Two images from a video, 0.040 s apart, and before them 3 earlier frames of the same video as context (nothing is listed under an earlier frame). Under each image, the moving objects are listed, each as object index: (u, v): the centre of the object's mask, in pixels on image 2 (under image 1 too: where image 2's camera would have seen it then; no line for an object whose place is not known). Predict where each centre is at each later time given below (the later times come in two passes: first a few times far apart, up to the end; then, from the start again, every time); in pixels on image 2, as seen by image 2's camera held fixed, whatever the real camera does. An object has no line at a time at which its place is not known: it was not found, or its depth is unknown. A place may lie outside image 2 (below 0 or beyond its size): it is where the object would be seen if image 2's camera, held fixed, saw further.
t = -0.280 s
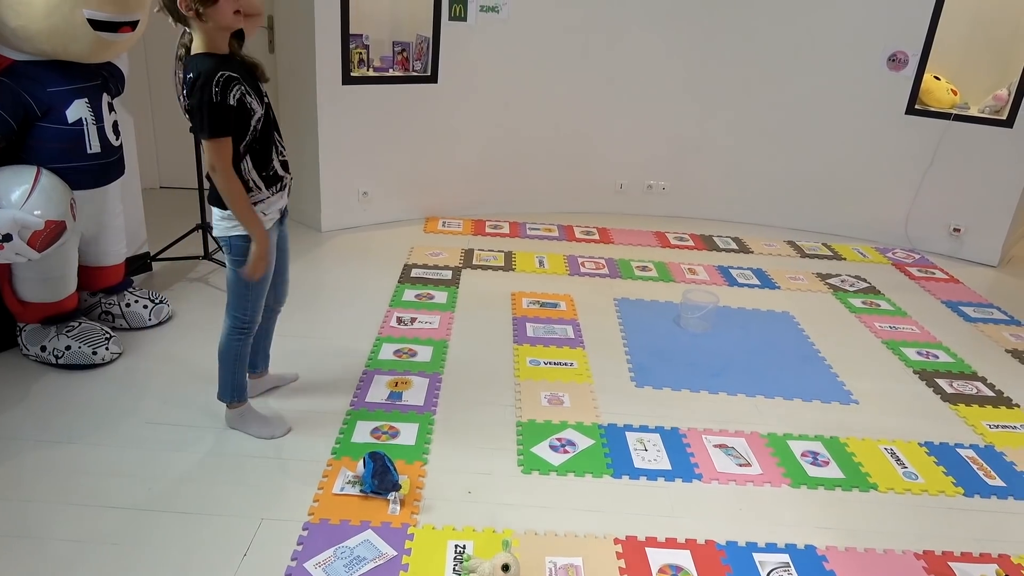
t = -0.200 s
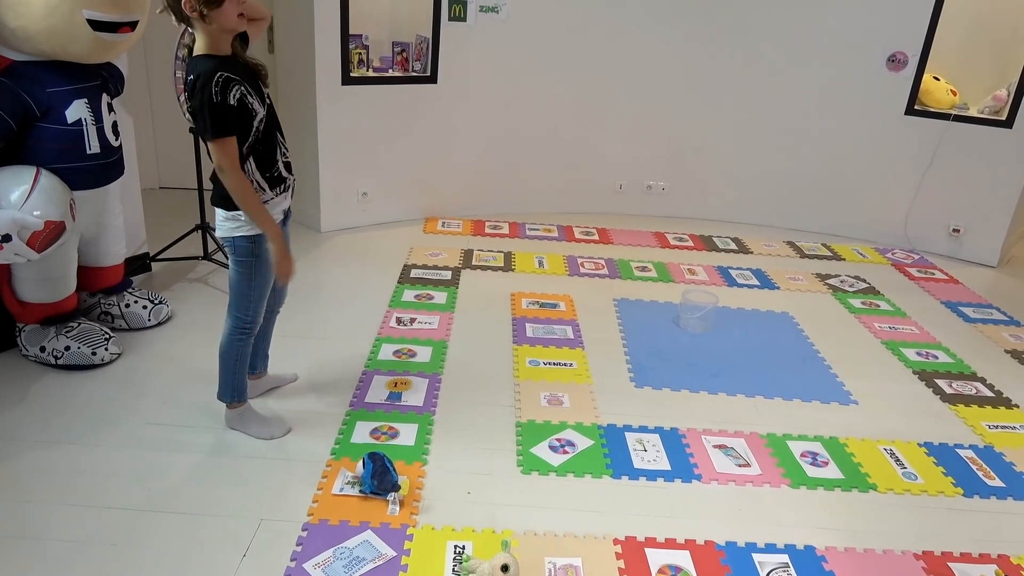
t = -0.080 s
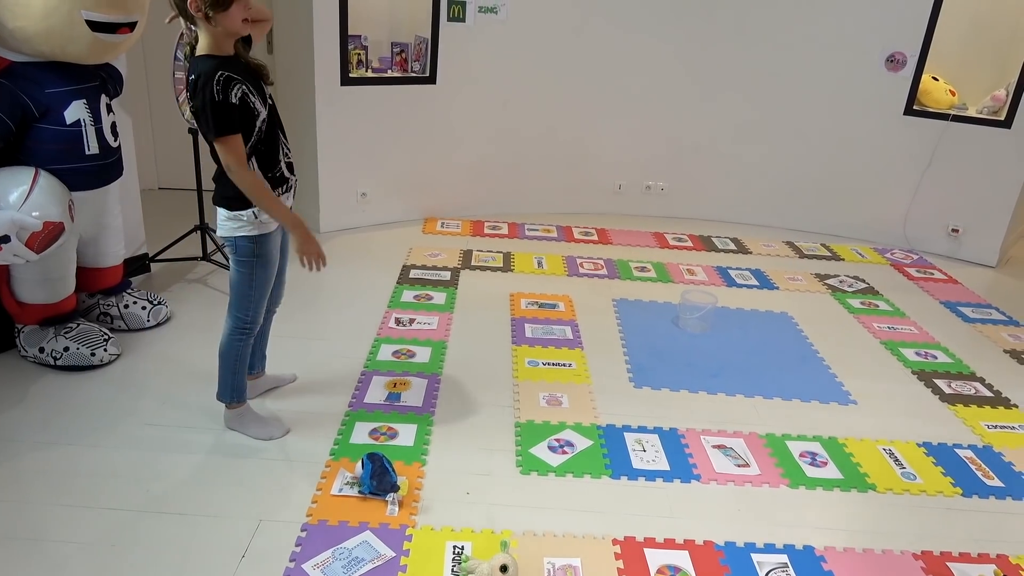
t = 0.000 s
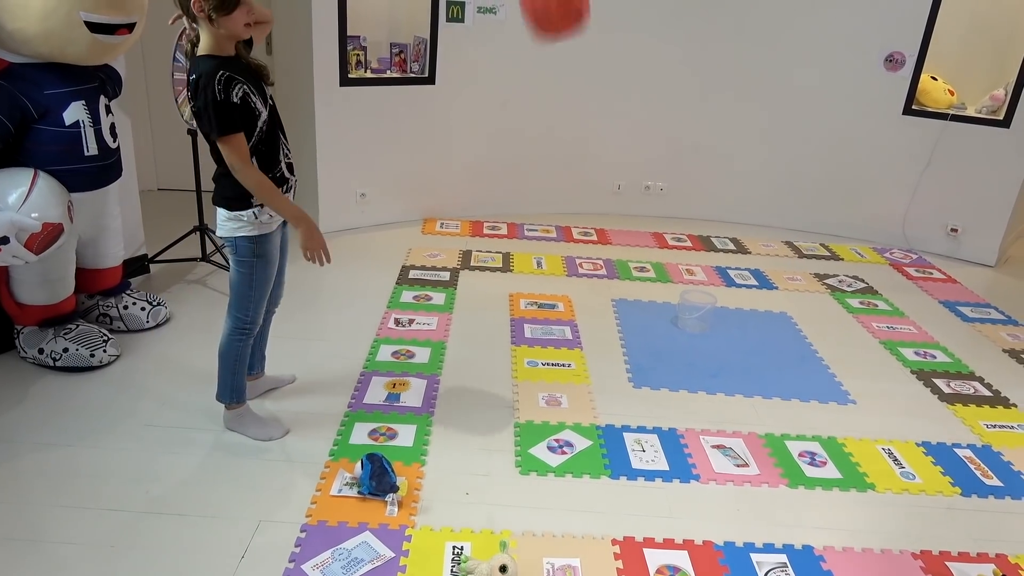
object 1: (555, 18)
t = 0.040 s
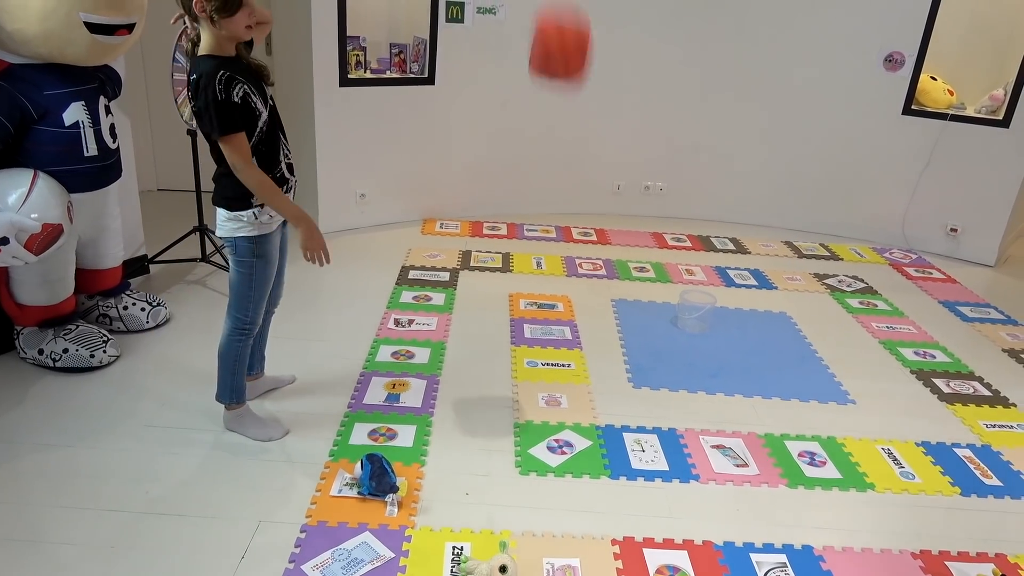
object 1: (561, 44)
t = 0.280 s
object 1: (582, 387)
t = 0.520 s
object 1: (622, 345)
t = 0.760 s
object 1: (658, 398)
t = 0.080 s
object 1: (567, 104)
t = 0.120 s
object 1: (569, 158)
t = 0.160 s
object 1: (574, 208)
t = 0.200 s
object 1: (576, 270)
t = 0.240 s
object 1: (582, 328)
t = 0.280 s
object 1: (582, 387)
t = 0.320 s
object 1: (584, 425)
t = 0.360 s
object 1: (591, 403)
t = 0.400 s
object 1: (599, 382)
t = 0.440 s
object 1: (606, 368)
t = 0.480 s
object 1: (614, 355)
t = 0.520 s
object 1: (622, 345)
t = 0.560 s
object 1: (629, 340)
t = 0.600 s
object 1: (635, 340)
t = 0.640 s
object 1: (642, 345)
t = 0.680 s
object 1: (648, 356)
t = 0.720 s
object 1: (653, 375)
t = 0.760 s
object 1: (658, 398)
